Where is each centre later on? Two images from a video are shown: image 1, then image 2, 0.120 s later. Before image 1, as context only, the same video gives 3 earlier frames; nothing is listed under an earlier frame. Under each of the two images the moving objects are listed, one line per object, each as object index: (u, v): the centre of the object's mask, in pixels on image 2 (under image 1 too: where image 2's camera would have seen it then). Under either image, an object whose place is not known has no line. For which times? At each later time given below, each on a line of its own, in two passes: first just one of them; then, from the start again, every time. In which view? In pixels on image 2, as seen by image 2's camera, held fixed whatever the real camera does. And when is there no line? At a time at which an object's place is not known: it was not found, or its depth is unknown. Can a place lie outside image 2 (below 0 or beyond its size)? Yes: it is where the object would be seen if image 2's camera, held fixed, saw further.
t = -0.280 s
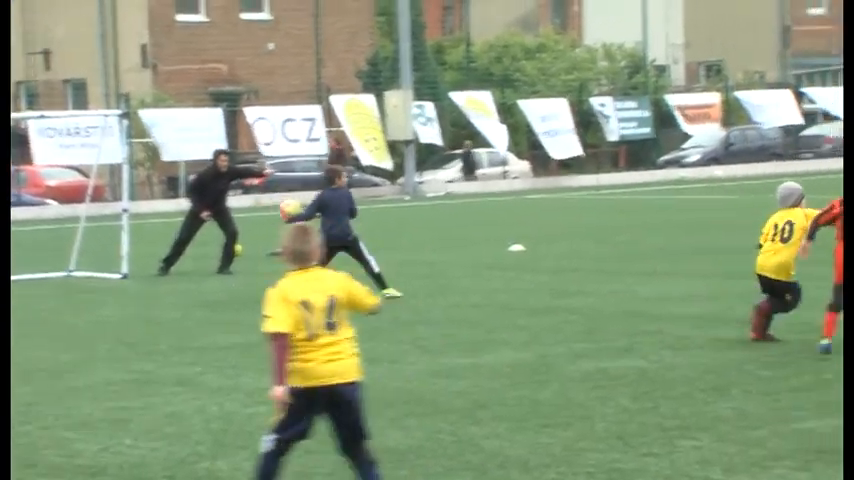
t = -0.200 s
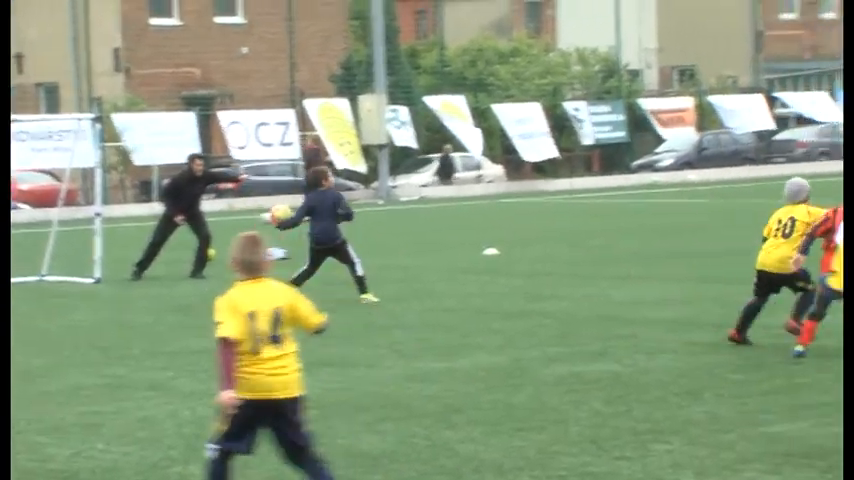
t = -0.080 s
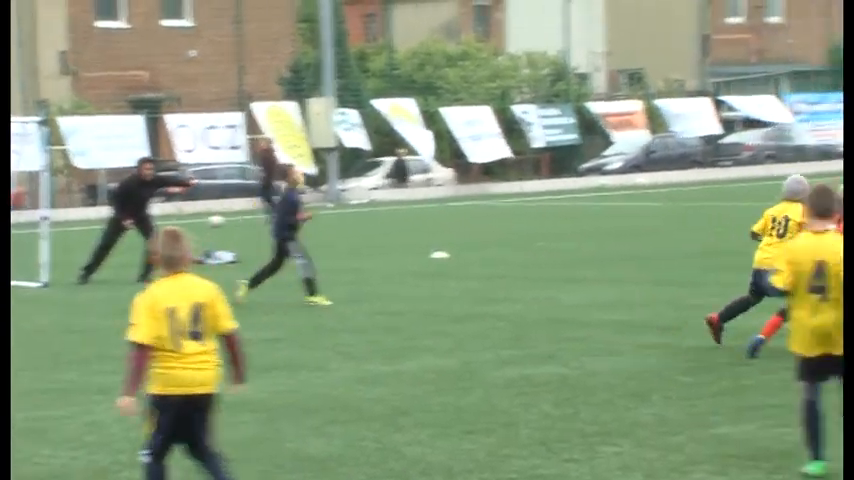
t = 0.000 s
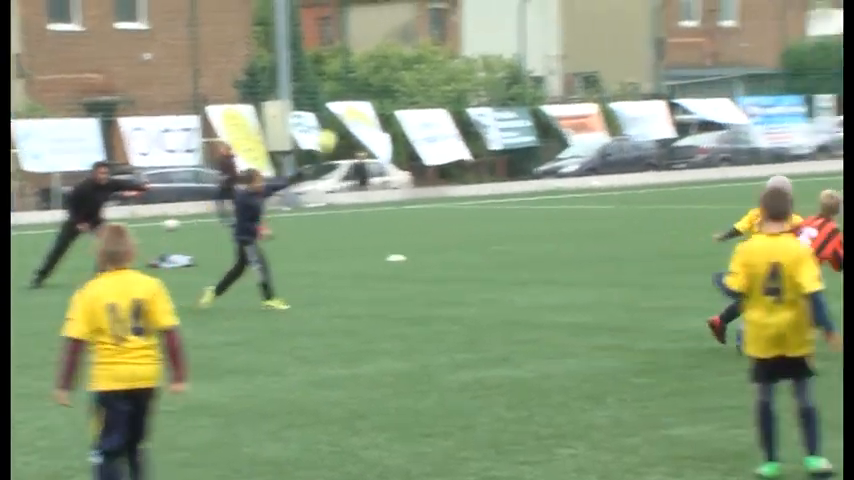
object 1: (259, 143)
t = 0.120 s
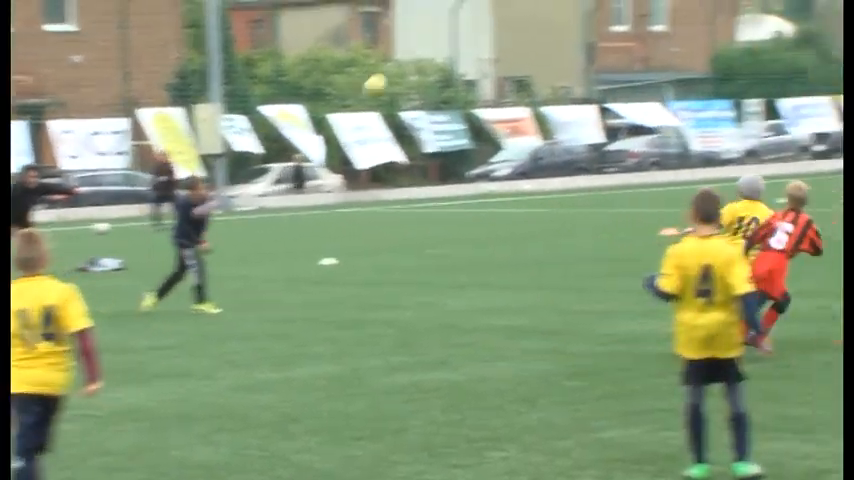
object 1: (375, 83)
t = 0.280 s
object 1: (534, 27)
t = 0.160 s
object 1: (415, 68)
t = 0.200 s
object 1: (455, 53)
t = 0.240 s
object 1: (494, 40)
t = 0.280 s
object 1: (534, 27)
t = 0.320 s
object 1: (574, 17)
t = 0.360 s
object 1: (615, 8)
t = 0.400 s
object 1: (655, 1)
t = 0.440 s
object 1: (695, -4)
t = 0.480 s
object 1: (733, -6)
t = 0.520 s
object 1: (775, -6)
